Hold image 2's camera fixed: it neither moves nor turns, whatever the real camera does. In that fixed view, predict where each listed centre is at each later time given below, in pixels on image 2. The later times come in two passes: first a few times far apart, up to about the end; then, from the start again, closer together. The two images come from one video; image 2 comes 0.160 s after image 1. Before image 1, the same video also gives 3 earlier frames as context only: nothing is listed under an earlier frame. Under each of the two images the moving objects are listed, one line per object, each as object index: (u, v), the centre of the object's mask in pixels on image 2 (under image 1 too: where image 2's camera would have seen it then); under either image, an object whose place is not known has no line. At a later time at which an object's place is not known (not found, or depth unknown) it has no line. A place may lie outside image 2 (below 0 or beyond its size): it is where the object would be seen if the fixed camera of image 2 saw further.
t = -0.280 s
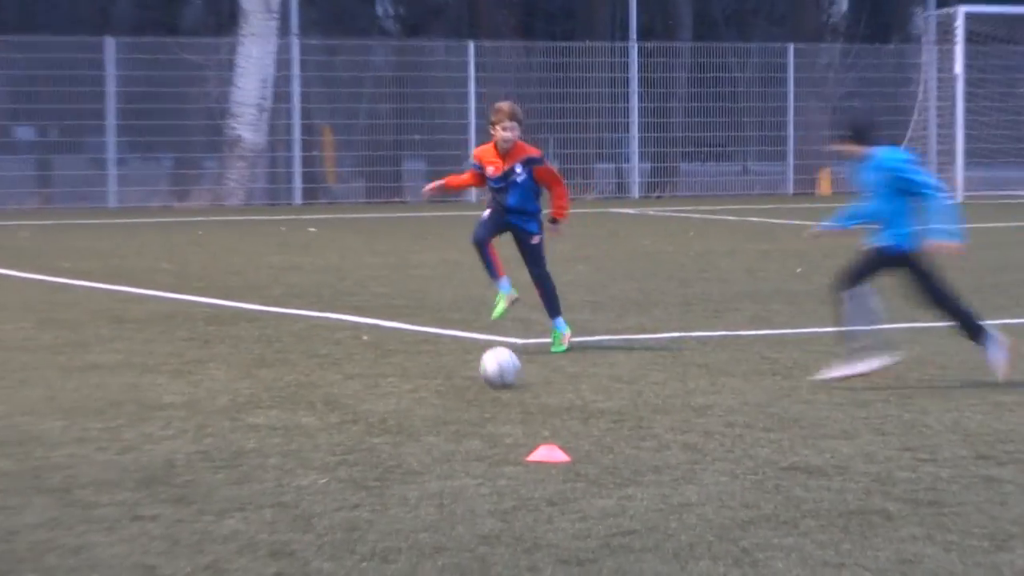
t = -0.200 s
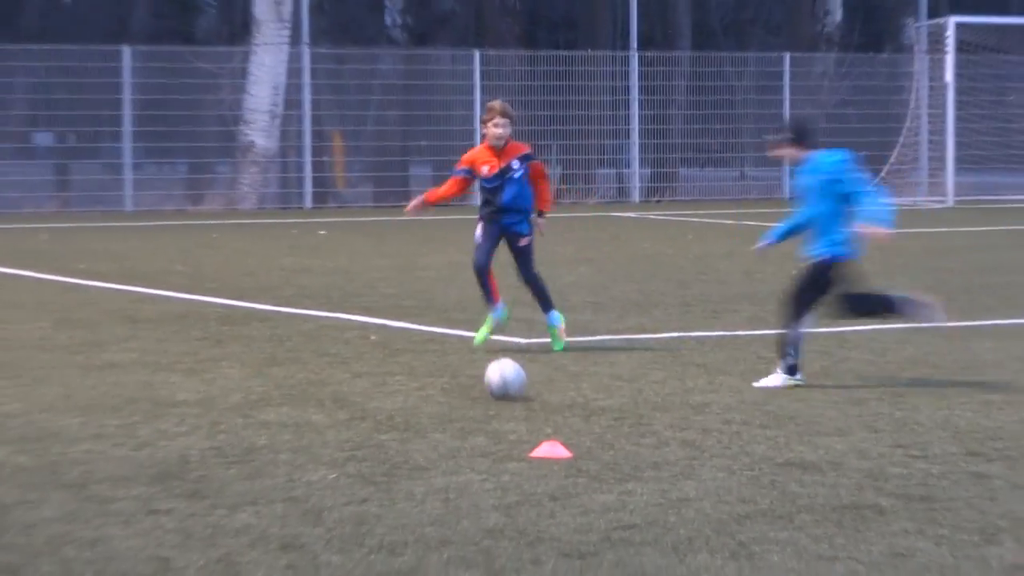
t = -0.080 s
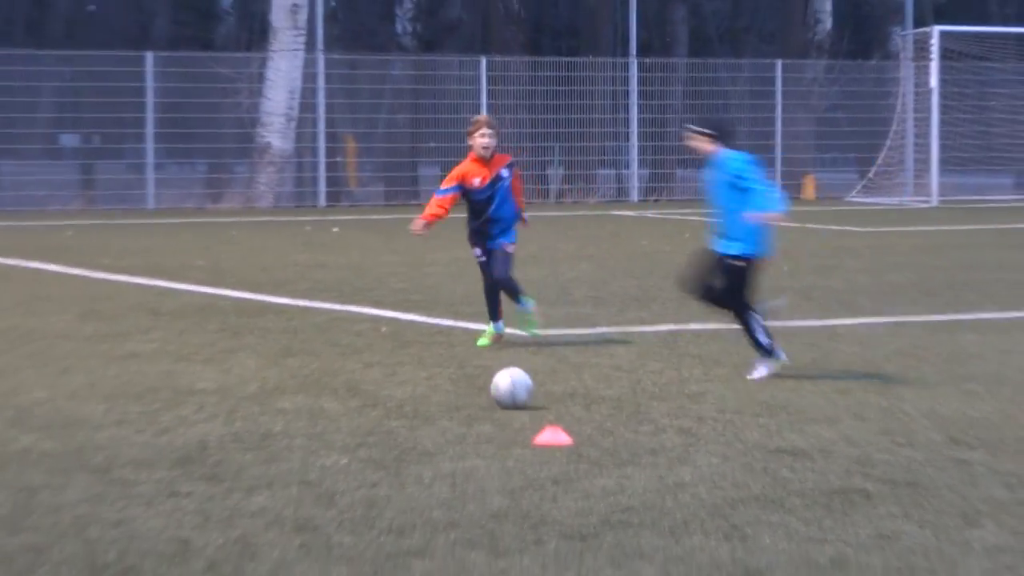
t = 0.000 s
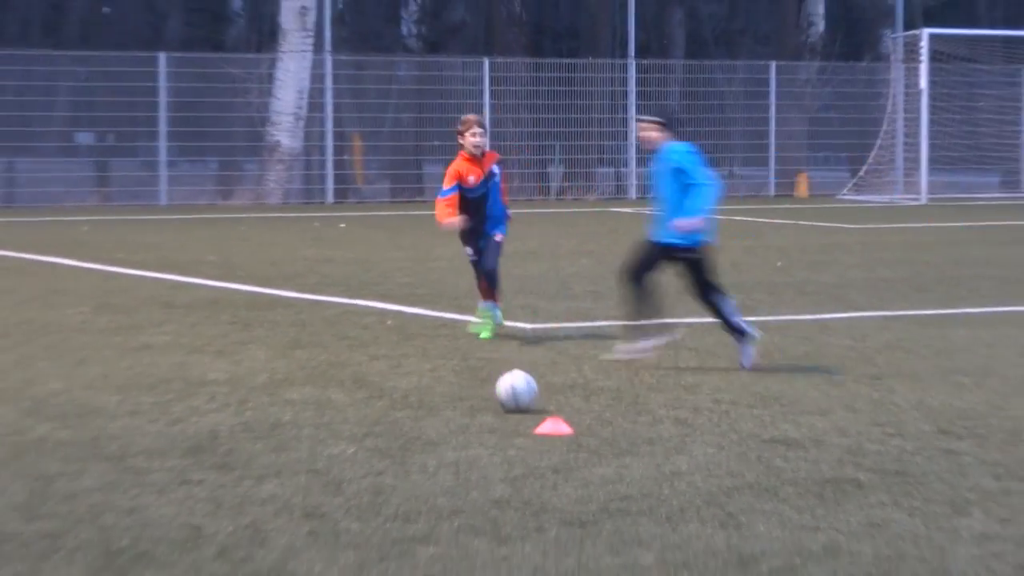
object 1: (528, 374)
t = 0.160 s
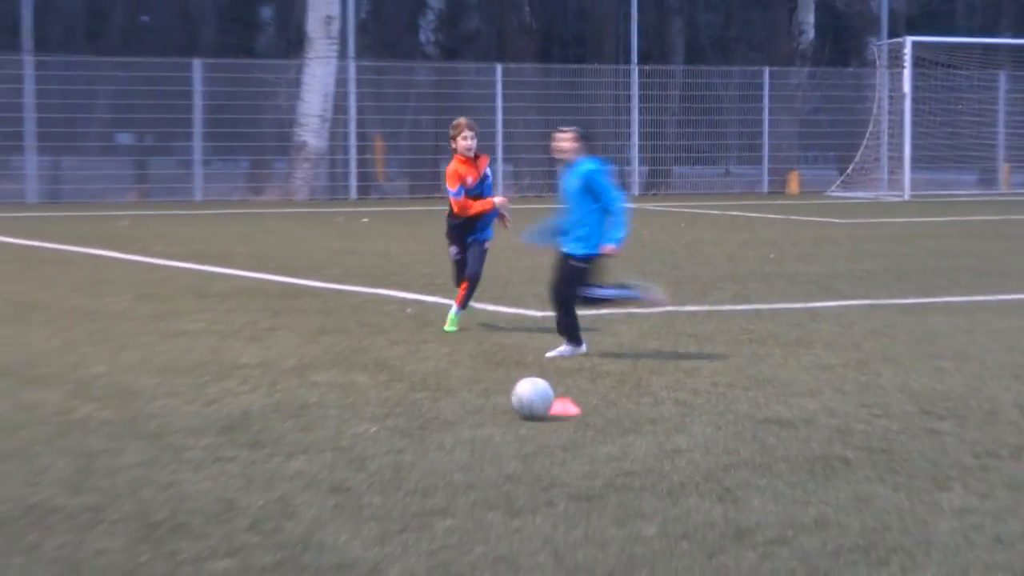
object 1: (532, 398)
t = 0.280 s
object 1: (537, 416)
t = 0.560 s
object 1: (556, 462)
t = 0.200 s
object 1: (534, 405)
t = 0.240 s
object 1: (535, 409)
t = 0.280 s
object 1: (537, 416)
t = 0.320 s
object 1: (539, 422)
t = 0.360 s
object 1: (542, 429)
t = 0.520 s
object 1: (553, 455)
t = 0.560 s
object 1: (556, 462)
